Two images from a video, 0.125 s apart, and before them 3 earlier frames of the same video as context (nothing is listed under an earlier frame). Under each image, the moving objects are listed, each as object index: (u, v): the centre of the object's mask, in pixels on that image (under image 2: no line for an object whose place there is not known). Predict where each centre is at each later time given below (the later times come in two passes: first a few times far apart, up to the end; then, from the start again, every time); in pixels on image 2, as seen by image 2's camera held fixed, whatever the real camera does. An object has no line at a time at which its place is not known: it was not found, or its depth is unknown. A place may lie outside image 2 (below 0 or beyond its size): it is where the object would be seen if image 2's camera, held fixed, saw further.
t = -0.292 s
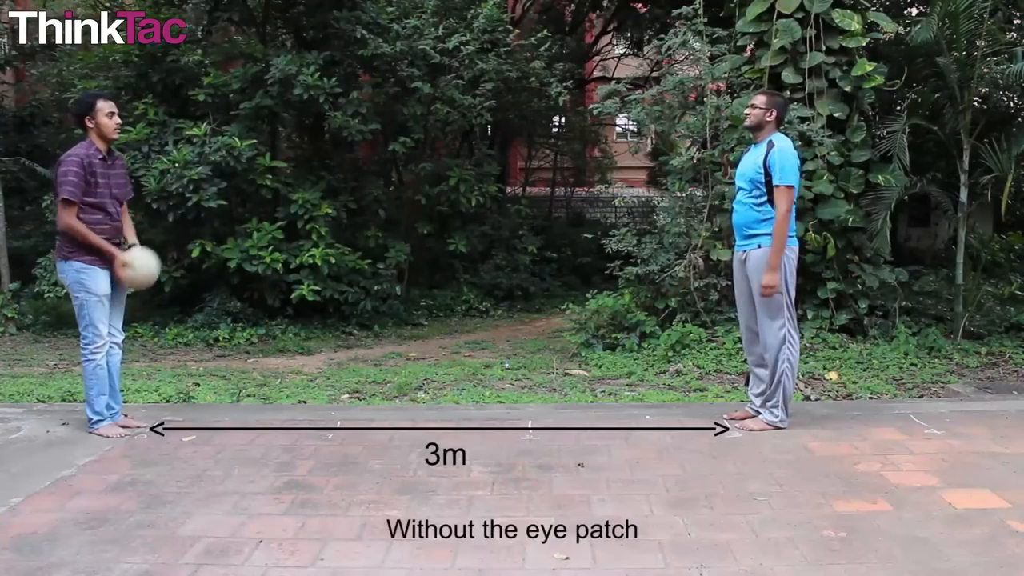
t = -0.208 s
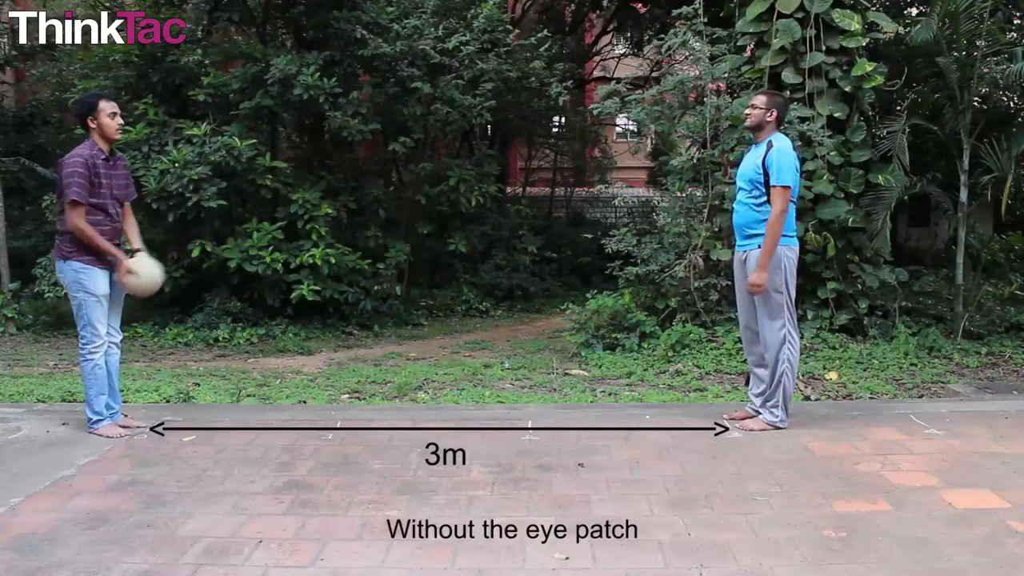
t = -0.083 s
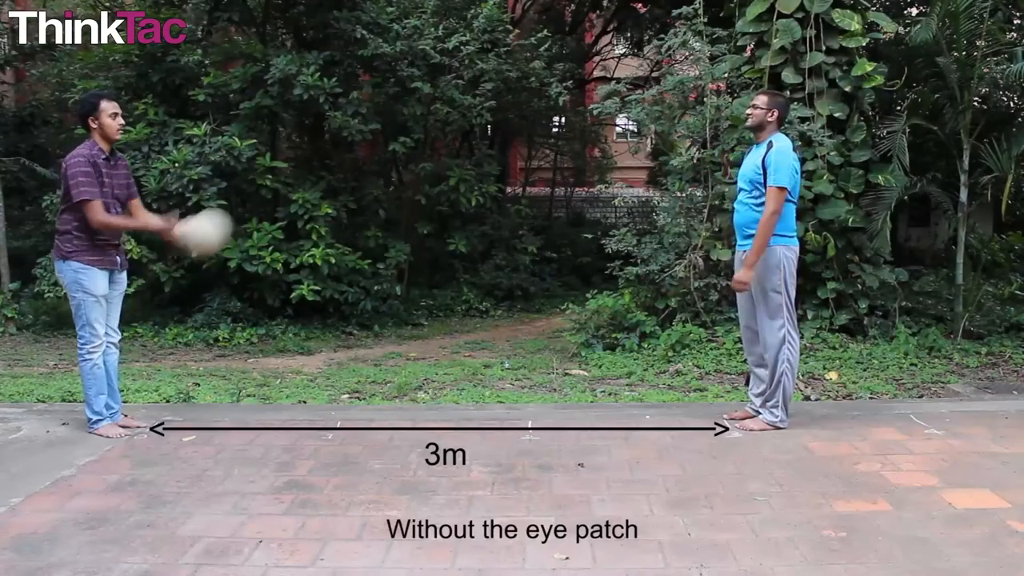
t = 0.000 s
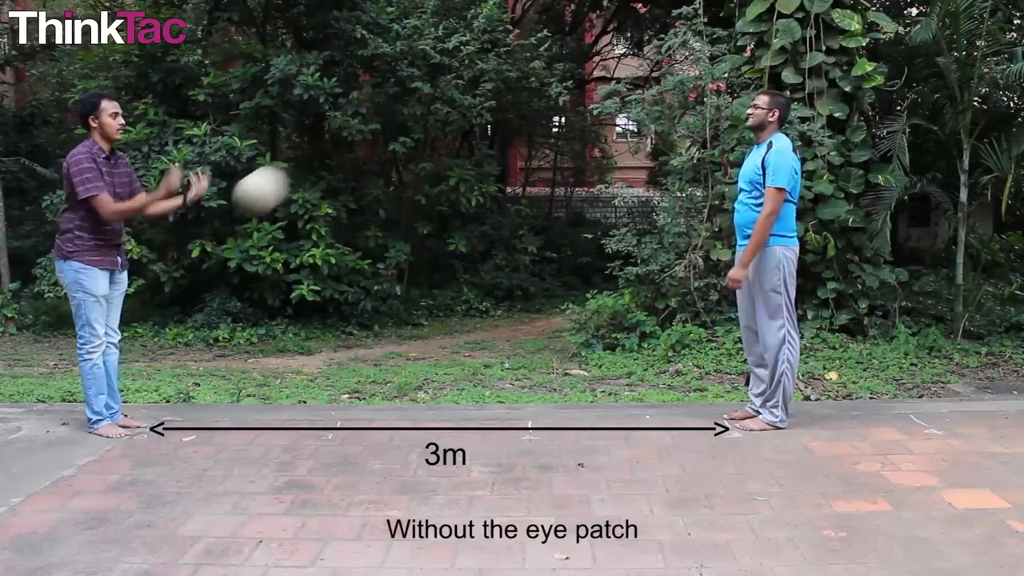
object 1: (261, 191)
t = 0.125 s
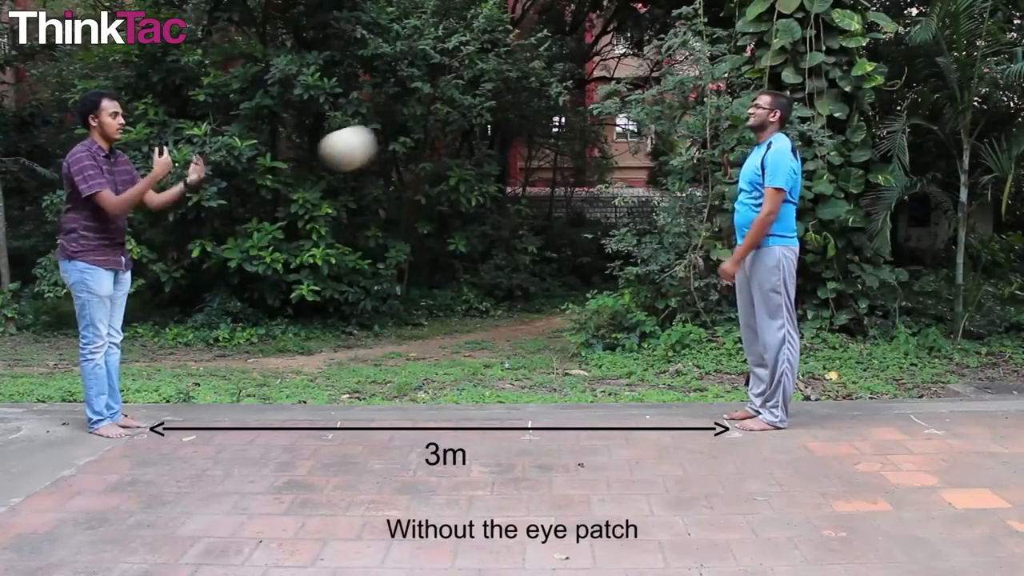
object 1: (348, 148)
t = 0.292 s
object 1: (465, 138)
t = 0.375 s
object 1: (525, 151)
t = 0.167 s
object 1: (377, 141)
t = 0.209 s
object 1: (407, 136)
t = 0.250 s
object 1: (437, 135)
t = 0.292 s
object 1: (465, 138)
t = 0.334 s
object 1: (496, 143)
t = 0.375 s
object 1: (525, 151)
